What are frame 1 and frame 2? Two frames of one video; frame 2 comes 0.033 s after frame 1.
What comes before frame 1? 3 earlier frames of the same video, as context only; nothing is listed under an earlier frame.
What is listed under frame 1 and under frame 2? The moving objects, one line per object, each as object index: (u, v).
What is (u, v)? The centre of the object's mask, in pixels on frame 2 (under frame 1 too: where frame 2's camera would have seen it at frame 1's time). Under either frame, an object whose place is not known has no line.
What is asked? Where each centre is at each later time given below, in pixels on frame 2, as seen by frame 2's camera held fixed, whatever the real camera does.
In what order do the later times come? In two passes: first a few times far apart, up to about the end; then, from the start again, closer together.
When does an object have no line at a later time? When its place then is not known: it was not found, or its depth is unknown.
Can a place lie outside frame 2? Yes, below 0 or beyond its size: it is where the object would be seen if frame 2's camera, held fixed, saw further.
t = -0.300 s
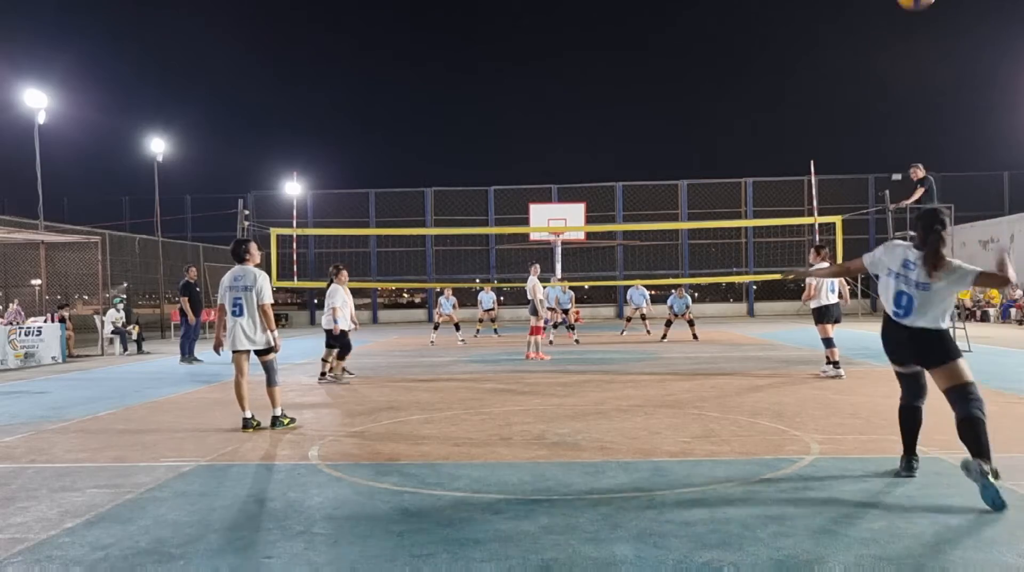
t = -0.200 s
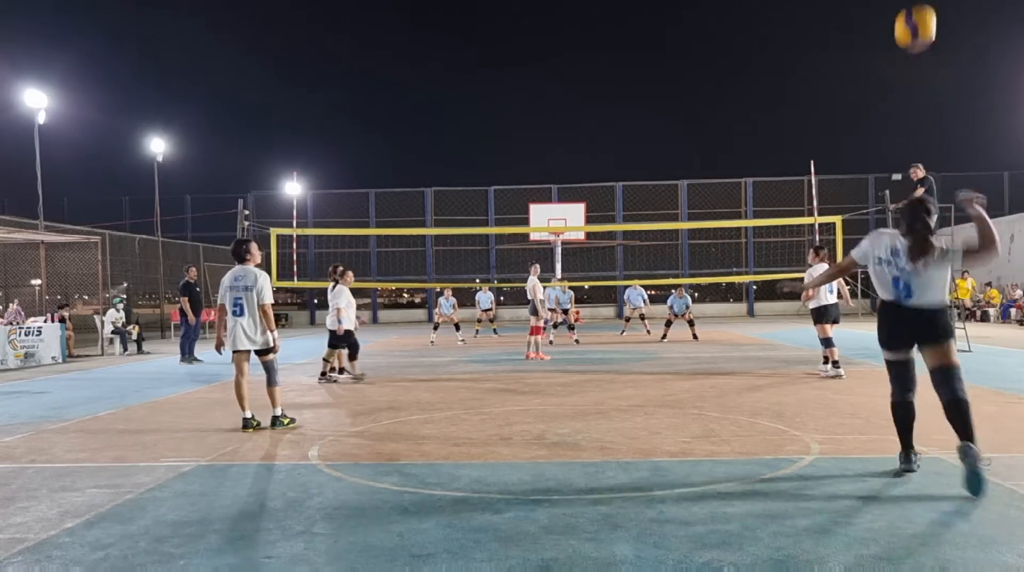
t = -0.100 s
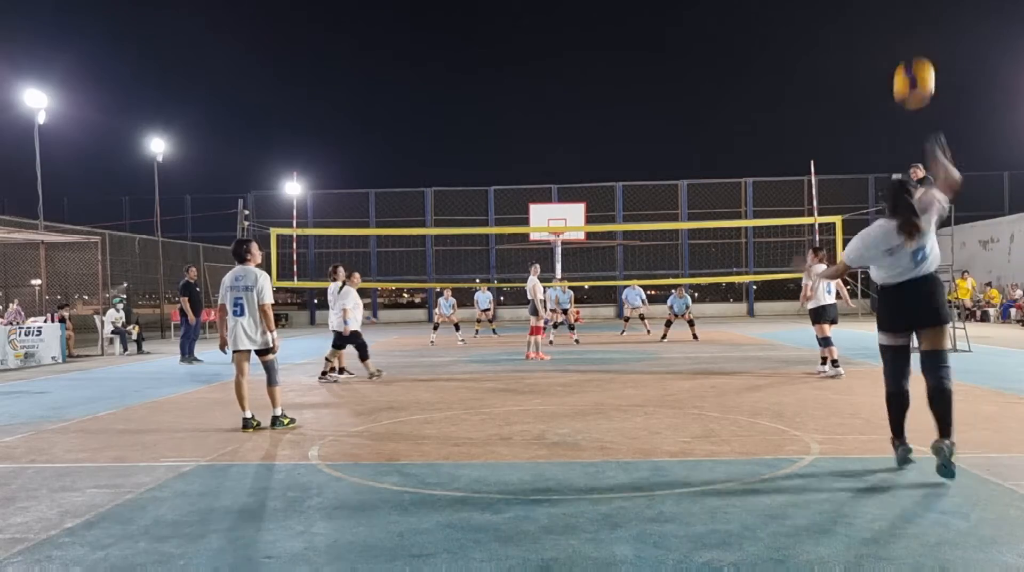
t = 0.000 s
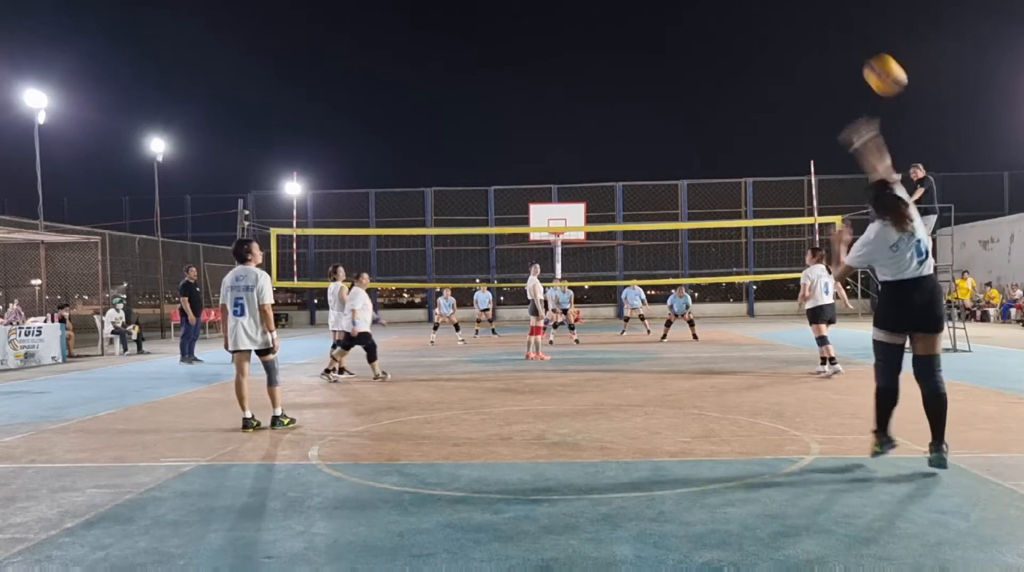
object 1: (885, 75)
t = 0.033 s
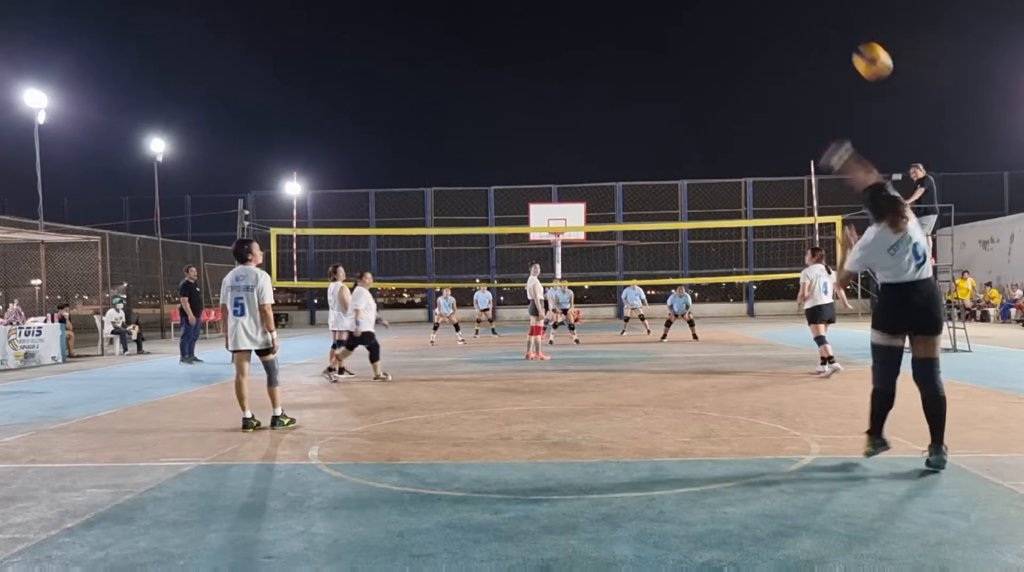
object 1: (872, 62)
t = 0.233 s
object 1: (824, 30)
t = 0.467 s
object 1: (798, 47)
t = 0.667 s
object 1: (786, 81)
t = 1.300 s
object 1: (771, 238)
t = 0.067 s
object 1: (861, 51)
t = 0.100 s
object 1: (852, 42)
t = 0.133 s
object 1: (844, 36)
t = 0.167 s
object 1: (836, 33)
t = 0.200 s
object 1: (830, 31)
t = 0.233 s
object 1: (824, 30)
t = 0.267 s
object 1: (820, 31)
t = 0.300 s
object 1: (815, 32)
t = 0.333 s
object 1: (812, 33)
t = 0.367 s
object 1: (808, 36)
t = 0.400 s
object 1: (804, 39)
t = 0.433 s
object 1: (801, 43)
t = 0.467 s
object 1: (798, 47)
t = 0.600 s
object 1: (790, 68)
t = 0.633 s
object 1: (788, 74)
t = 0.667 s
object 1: (786, 81)
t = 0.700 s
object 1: (785, 87)
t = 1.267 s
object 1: (771, 230)
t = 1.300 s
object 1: (771, 238)
